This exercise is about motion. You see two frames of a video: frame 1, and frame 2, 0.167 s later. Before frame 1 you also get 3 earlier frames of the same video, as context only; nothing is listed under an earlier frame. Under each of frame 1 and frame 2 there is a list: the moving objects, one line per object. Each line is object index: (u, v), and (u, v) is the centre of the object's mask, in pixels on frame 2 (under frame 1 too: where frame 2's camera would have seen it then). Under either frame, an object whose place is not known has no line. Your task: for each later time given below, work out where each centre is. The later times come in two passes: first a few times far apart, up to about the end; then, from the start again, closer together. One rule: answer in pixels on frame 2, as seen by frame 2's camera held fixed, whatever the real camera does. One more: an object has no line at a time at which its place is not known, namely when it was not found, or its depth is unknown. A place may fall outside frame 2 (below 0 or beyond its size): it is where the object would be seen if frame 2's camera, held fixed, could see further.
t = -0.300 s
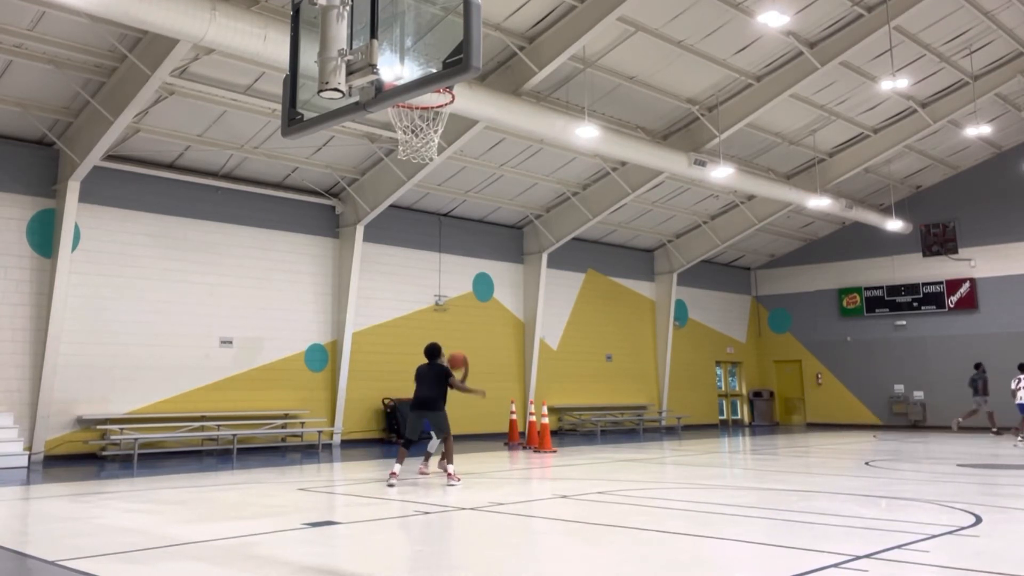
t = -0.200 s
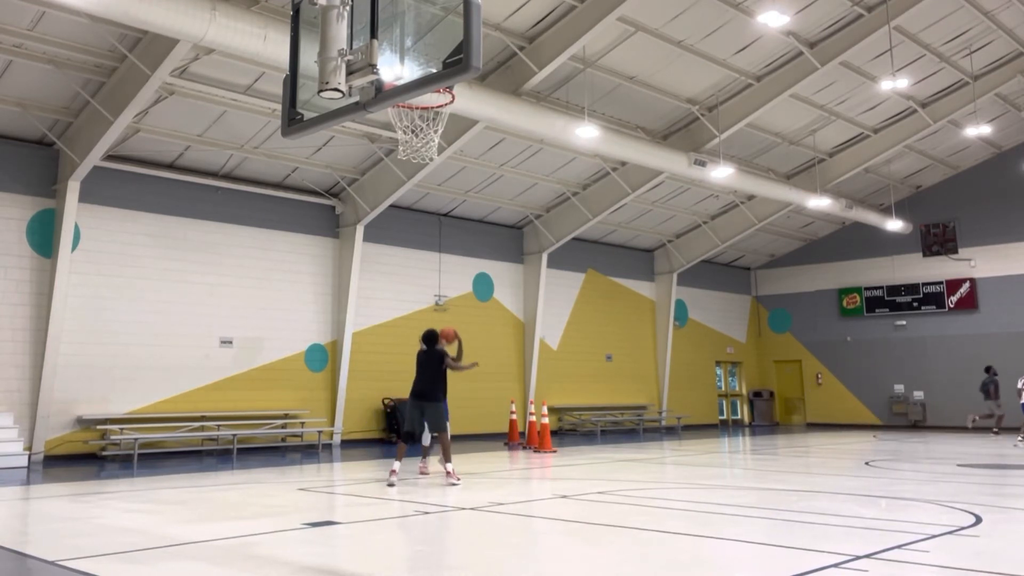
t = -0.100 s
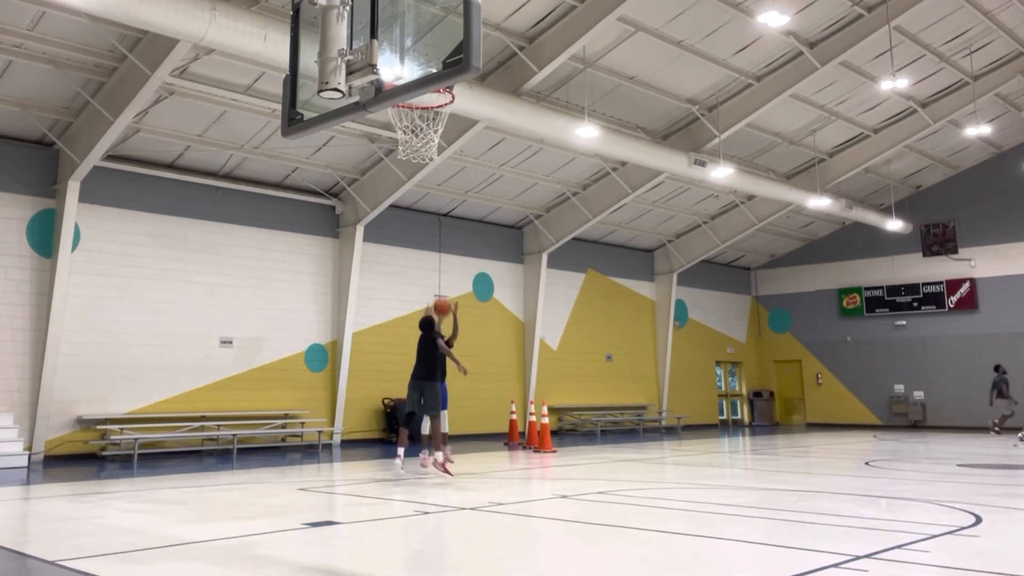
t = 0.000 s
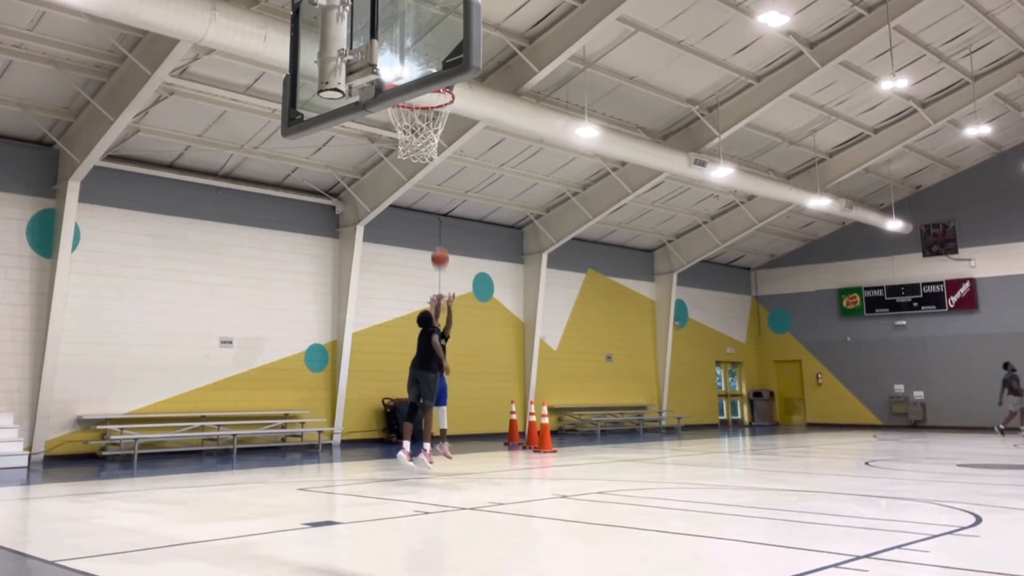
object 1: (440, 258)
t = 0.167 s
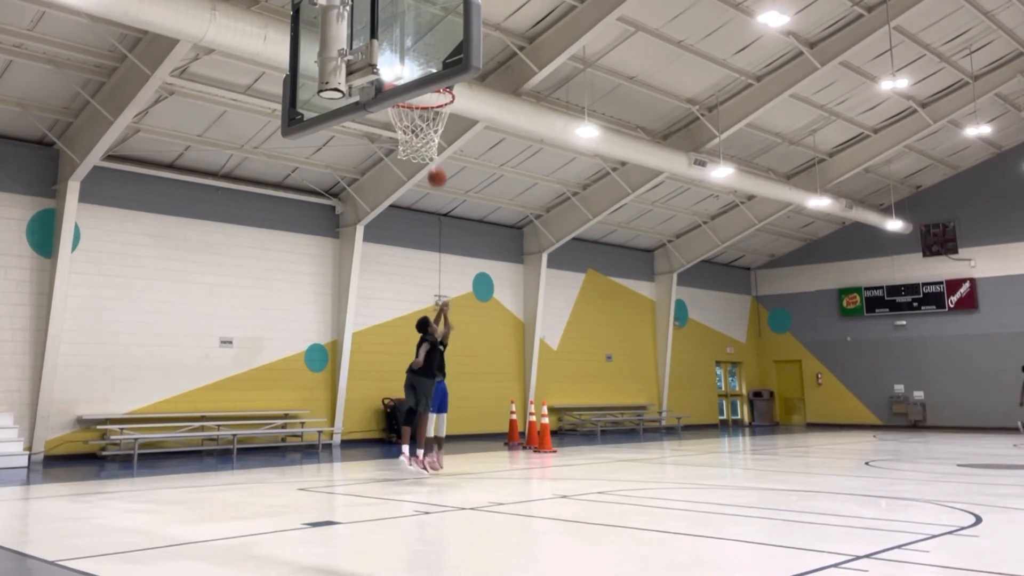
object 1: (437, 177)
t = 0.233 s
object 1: (441, 148)
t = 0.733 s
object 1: (427, 11)
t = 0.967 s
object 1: (421, 12)
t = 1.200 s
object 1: (415, 73)
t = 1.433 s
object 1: (408, 128)
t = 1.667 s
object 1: (406, 150)
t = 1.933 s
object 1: (403, 282)
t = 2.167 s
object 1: (398, 508)
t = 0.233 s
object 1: (441, 148)
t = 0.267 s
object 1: (441, 137)
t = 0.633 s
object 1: (428, 24)
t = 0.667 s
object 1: (428, 19)
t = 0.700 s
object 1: (427, 13)
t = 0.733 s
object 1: (427, 11)
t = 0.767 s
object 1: (426, 9)
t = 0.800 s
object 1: (425, 8)
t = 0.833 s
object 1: (425, 8)
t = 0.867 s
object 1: (424, 8)
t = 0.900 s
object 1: (423, 8)
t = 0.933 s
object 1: (422, 10)
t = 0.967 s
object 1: (421, 12)
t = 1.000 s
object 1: (420, 15)
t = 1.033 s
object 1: (420, 22)
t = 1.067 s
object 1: (419, 30)
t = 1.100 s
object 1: (419, 39)
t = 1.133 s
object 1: (418, 51)
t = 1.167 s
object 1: (416, 64)
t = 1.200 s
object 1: (415, 73)
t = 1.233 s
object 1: (421, 104)
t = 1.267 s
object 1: (426, 111)
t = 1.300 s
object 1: (420, 117)
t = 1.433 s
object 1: (408, 128)
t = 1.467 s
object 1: (408, 126)
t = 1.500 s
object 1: (408, 125)
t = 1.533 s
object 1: (408, 126)
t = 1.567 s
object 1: (407, 130)
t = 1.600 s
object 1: (407, 135)
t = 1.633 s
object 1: (407, 141)
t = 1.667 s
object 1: (406, 150)
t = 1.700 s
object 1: (406, 159)
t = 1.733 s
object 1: (406, 171)
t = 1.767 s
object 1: (405, 185)
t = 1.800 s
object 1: (404, 200)
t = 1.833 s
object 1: (404, 217)
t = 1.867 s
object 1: (404, 237)
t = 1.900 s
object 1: (403, 259)
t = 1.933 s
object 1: (403, 282)
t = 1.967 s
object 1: (403, 308)
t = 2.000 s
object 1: (403, 334)
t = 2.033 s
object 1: (402, 364)
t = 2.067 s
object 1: (401, 399)
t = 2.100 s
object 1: (400, 430)
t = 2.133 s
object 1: (400, 467)
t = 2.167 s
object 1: (398, 508)
